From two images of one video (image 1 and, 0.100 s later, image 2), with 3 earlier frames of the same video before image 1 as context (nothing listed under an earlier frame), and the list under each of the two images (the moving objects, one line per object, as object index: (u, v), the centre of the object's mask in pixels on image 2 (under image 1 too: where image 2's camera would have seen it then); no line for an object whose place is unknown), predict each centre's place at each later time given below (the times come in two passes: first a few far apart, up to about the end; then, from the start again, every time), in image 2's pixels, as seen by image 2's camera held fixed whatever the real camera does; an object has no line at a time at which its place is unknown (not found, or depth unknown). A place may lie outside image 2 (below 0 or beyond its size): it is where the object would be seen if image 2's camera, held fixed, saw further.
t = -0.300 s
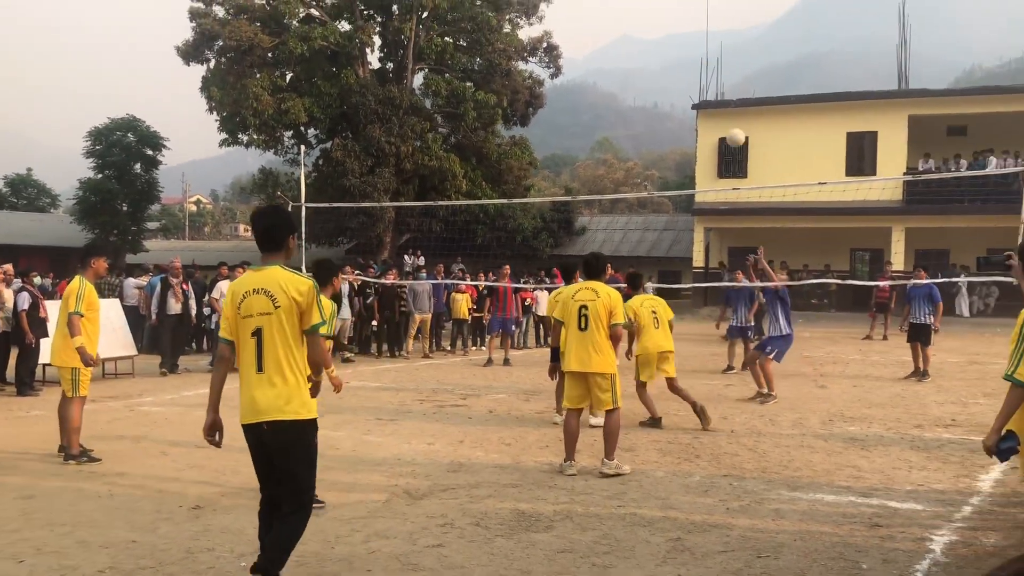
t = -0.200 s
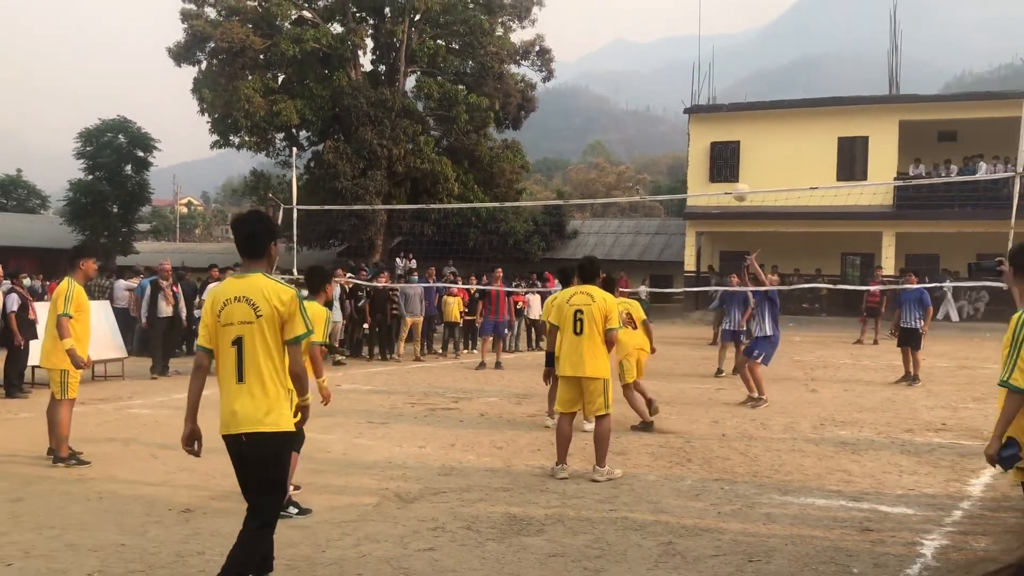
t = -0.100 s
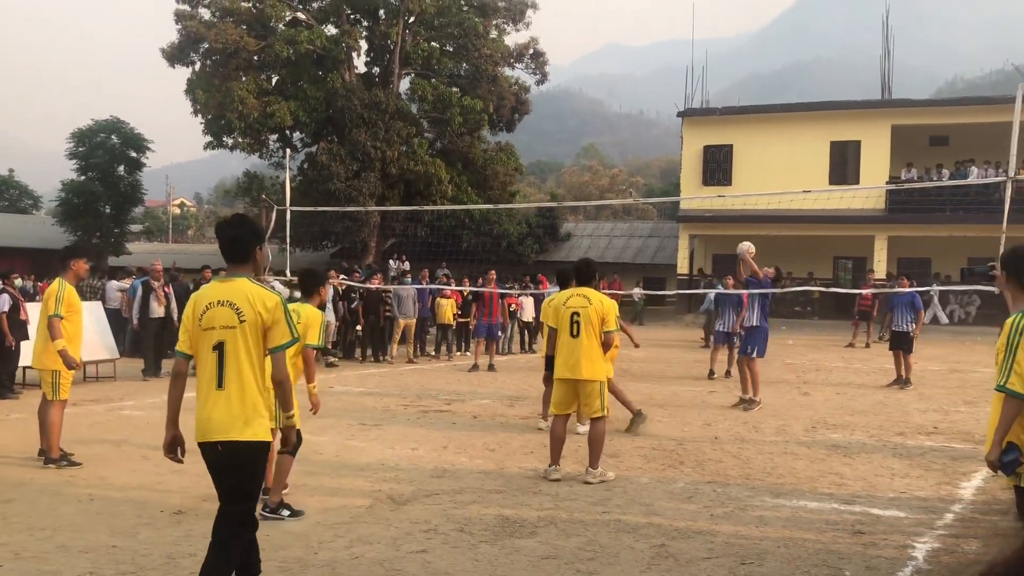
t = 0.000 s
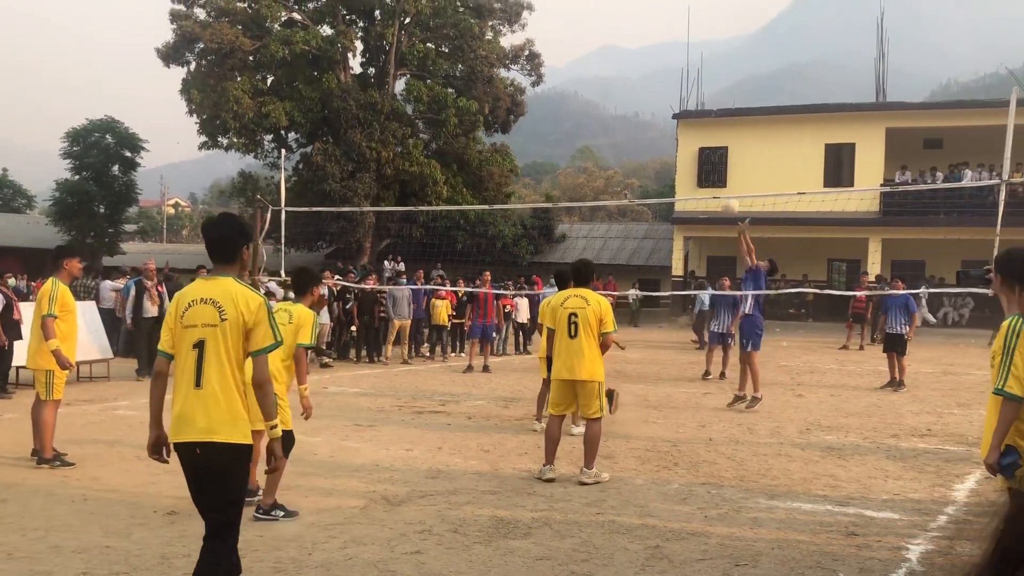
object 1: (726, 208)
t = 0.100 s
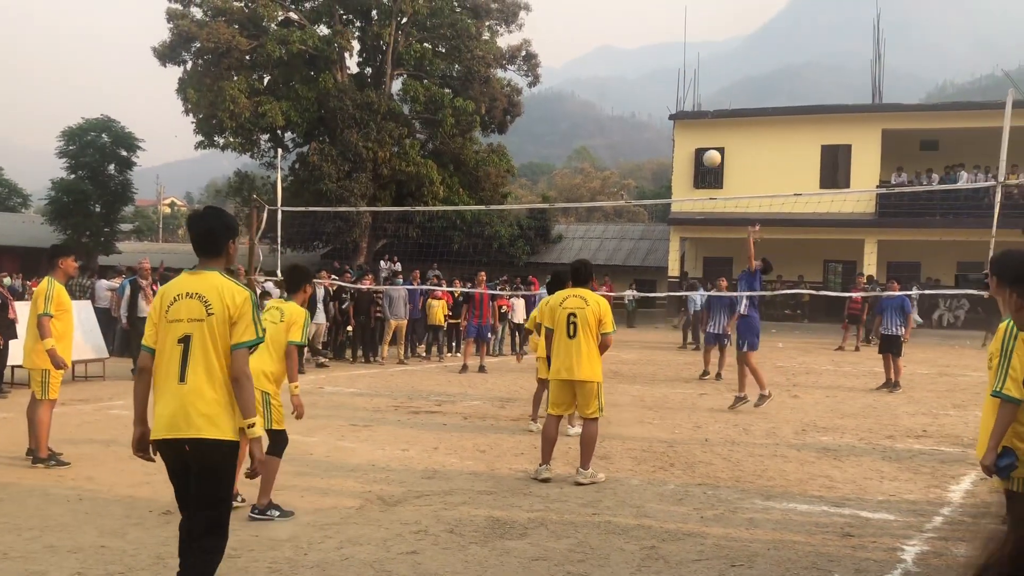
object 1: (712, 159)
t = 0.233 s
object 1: (692, 107)
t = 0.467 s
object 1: (659, 54)
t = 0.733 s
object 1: (620, 47)
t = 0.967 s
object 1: (589, 84)
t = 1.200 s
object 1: (558, 158)
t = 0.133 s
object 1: (707, 144)
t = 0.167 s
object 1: (702, 131)
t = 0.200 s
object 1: (697, 117)
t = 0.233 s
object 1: (692, 107)
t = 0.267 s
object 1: (688, 96)
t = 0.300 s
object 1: (682, 87)
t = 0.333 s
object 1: (677, 78)
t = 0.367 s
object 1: (673, 71)
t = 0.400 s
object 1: (668, 64)
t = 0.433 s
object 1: (663, 59)
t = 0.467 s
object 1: (659, 54)
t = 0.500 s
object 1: (654, 50)
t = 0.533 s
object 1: (649, 48)
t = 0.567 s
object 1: (644, 45)
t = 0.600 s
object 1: (639, 44)
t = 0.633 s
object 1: (634, 43)
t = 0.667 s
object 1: (630, 44)
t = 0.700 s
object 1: (625, 45)
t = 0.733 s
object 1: (620, 47)
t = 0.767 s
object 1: (616, 50)
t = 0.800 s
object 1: (611, 54)
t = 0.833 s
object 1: (607, 58)
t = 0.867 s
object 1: (602, 64)
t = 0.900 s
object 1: (598, 70)
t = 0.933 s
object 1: (593, 77)
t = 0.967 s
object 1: (589, 84)
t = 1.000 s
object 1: (584, 92)
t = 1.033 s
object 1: (579, 101)
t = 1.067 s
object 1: (575, 111)
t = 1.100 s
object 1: (570, 122)
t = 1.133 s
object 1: (566, 133)
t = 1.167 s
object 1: (562, 145)
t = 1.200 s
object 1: (558, 158)
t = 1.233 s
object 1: (553, 170)
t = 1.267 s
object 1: (549, 184)
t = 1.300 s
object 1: (545, 198)
